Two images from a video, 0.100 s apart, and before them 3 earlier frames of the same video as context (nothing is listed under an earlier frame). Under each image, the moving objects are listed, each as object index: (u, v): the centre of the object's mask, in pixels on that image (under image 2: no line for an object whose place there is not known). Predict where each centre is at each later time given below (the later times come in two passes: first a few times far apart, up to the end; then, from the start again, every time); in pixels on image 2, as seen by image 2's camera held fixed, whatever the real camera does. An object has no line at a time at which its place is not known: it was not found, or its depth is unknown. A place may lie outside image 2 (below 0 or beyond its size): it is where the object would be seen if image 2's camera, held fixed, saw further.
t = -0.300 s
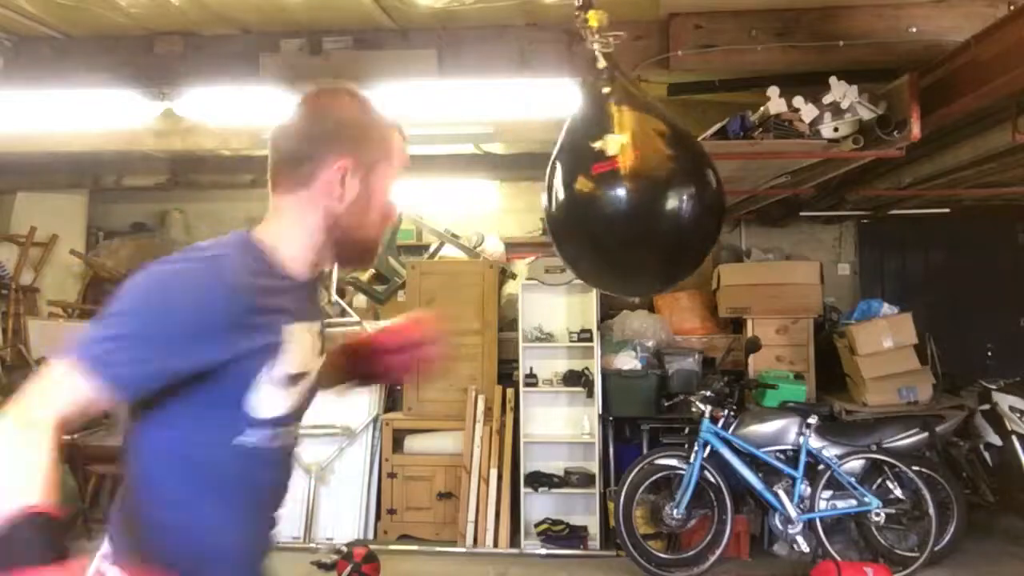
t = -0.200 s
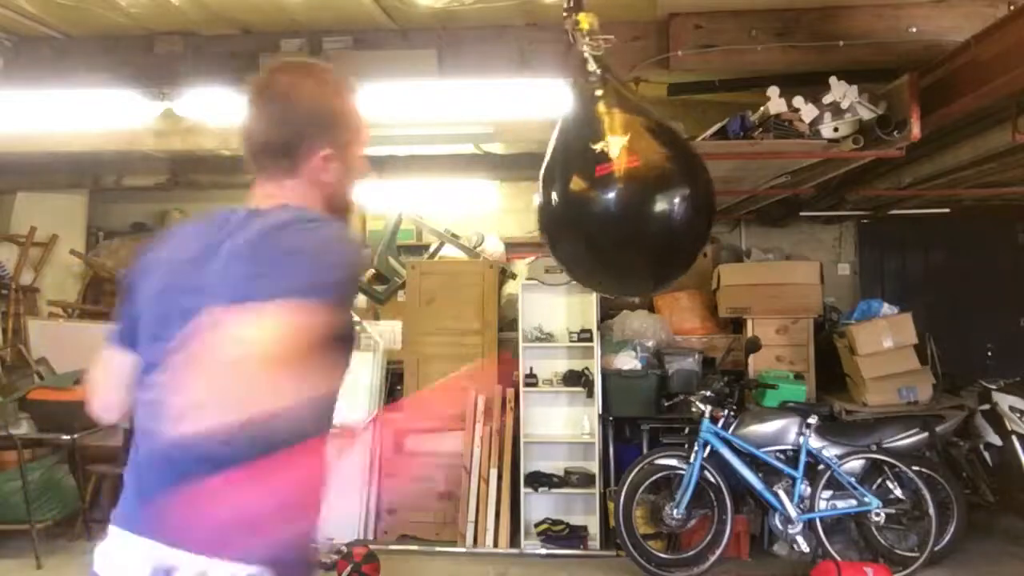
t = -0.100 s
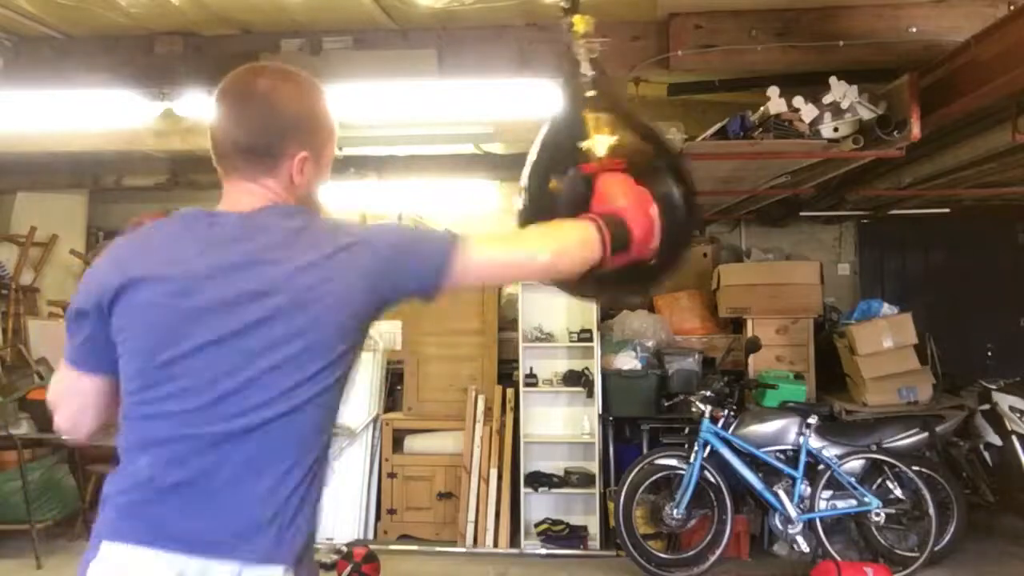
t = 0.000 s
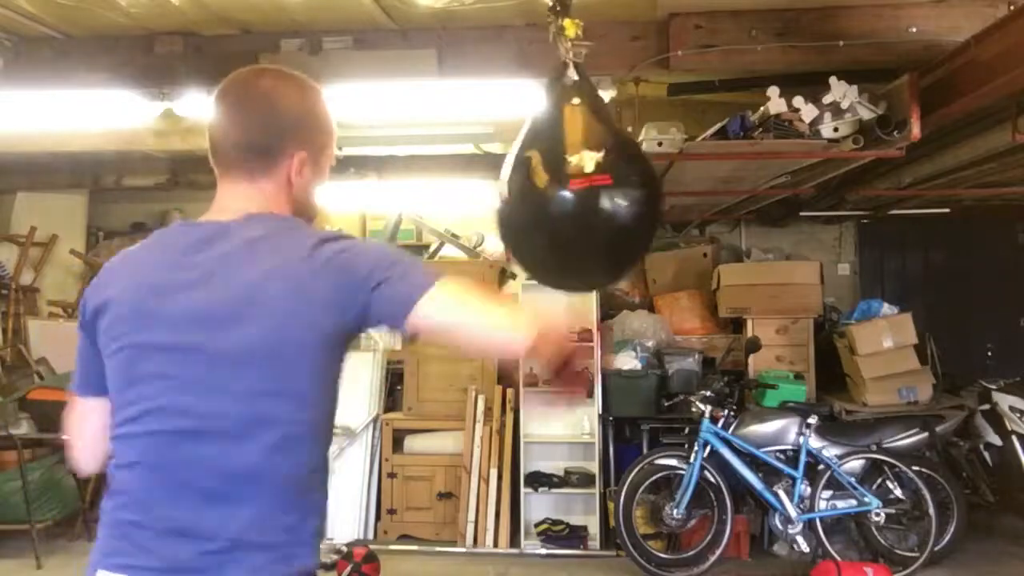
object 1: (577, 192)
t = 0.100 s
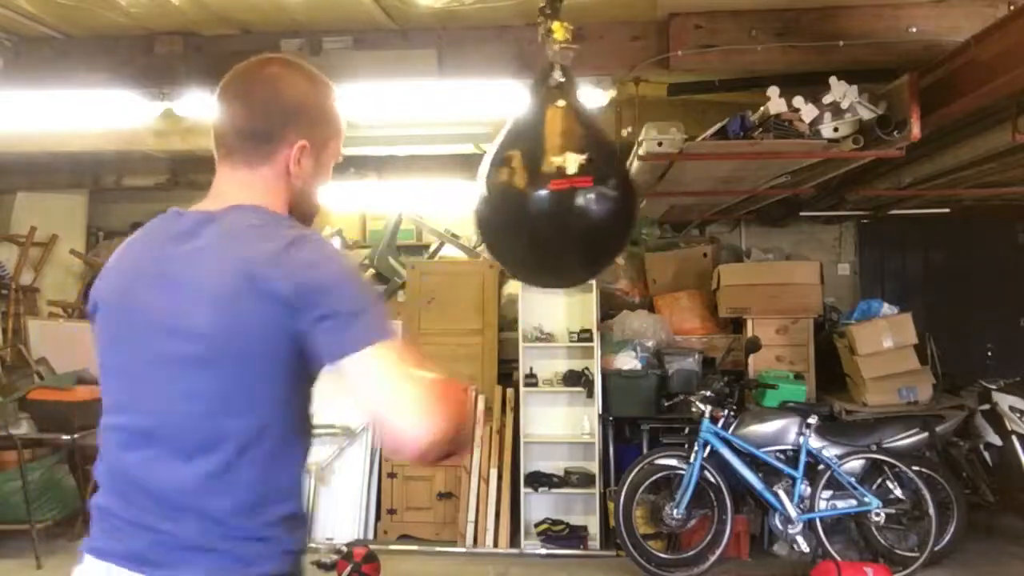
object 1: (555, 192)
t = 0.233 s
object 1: (519, 193)
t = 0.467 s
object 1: (486, 195)
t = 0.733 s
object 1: (508, 187)
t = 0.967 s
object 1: (571, 186)
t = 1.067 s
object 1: (593, 189)
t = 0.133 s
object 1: (546, 193)
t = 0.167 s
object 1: (537, 192)
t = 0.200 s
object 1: (528, 192)
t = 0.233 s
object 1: (519, 193)
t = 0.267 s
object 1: (512, 192)
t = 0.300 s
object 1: (504, 194)
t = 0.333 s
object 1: (499, 194)
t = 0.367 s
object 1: (494, 196)
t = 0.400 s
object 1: (491, 195)
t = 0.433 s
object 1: (489, 194)
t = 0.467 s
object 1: (486, 195)
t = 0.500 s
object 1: (485, 193)
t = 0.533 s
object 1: (485, 192)
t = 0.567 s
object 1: (485, 194)
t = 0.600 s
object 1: (488, 194)
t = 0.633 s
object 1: (490, 192)
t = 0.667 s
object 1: (496, 189)
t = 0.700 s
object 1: (501, 188)
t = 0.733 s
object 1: (508, 187)
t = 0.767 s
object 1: (516, 187)
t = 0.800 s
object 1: (526, 185)
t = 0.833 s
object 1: (535, 185)
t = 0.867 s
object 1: (545, 184)
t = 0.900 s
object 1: (554, 185)
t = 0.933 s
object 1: (564, 185)
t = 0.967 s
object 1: (571, 186)
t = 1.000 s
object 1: (580, 187)
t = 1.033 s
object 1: (587, 188)
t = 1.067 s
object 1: (593, 189)
